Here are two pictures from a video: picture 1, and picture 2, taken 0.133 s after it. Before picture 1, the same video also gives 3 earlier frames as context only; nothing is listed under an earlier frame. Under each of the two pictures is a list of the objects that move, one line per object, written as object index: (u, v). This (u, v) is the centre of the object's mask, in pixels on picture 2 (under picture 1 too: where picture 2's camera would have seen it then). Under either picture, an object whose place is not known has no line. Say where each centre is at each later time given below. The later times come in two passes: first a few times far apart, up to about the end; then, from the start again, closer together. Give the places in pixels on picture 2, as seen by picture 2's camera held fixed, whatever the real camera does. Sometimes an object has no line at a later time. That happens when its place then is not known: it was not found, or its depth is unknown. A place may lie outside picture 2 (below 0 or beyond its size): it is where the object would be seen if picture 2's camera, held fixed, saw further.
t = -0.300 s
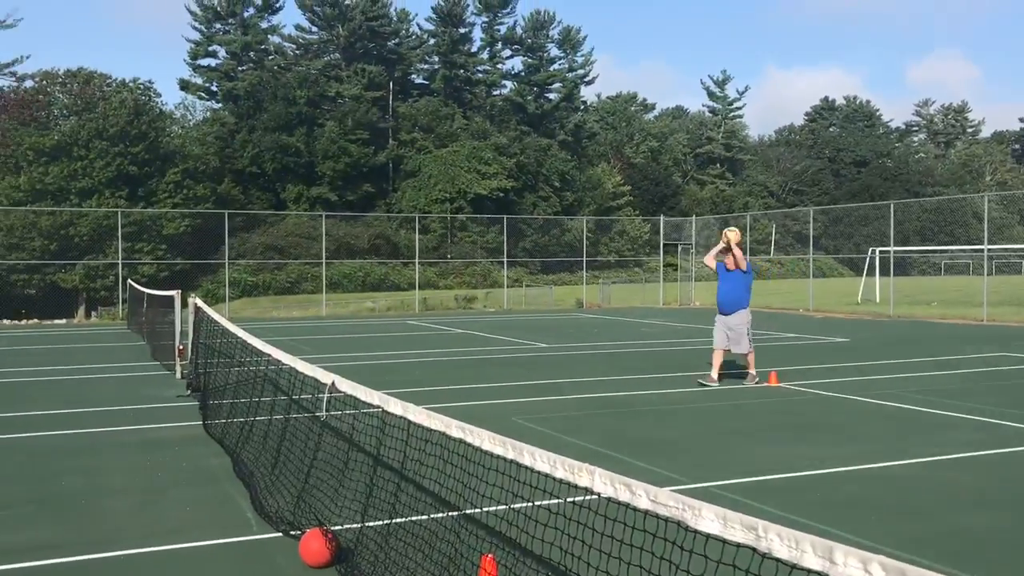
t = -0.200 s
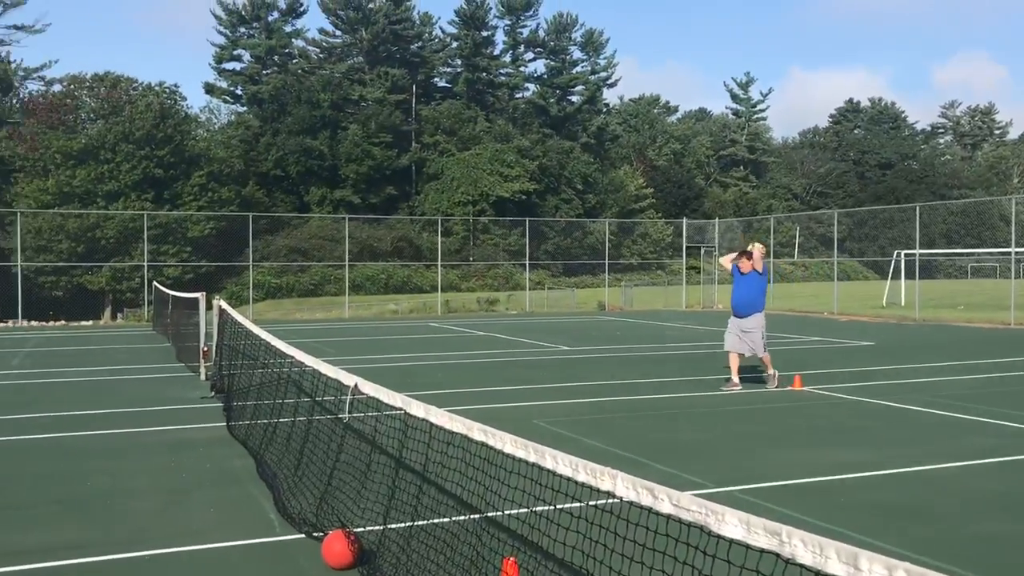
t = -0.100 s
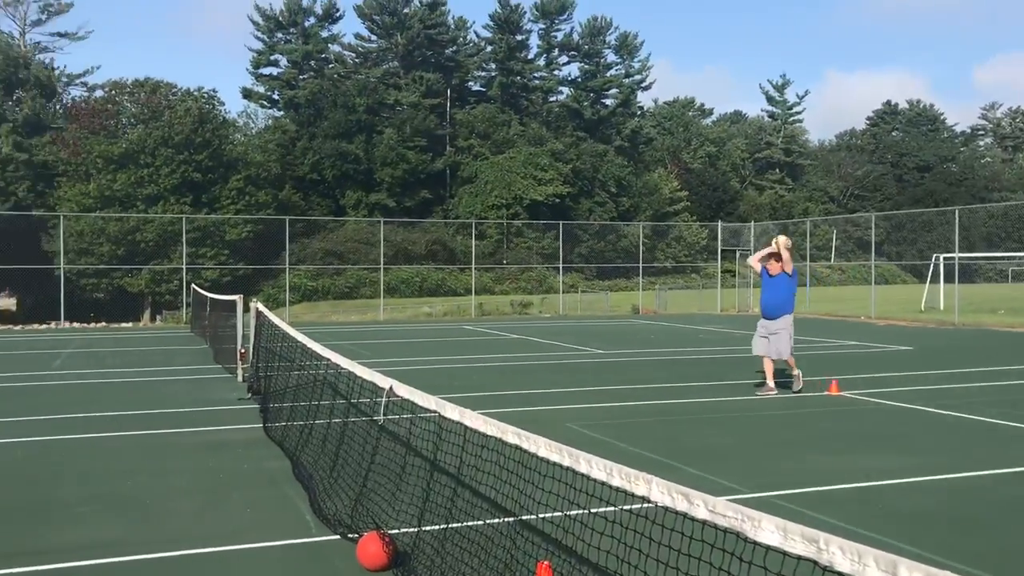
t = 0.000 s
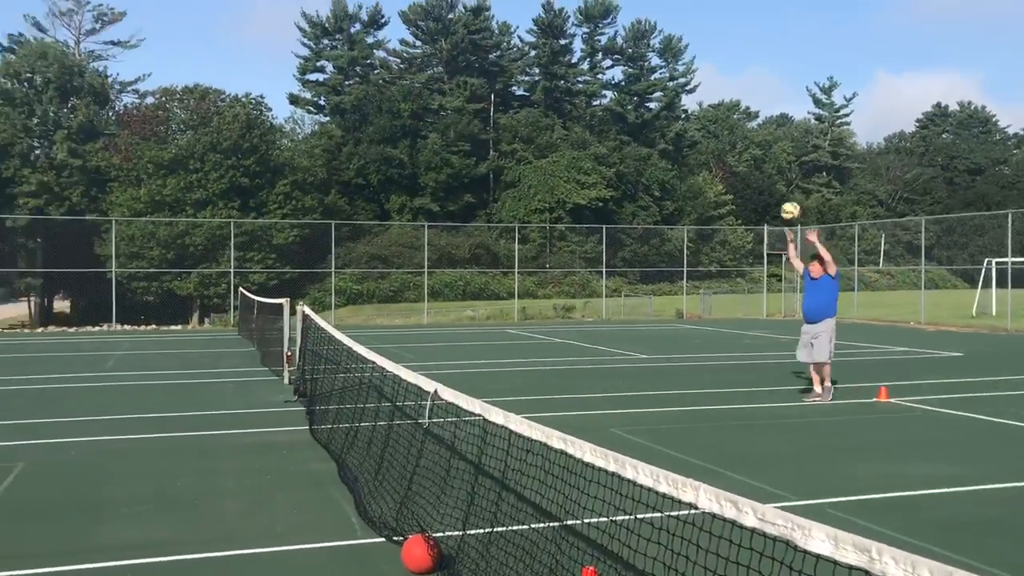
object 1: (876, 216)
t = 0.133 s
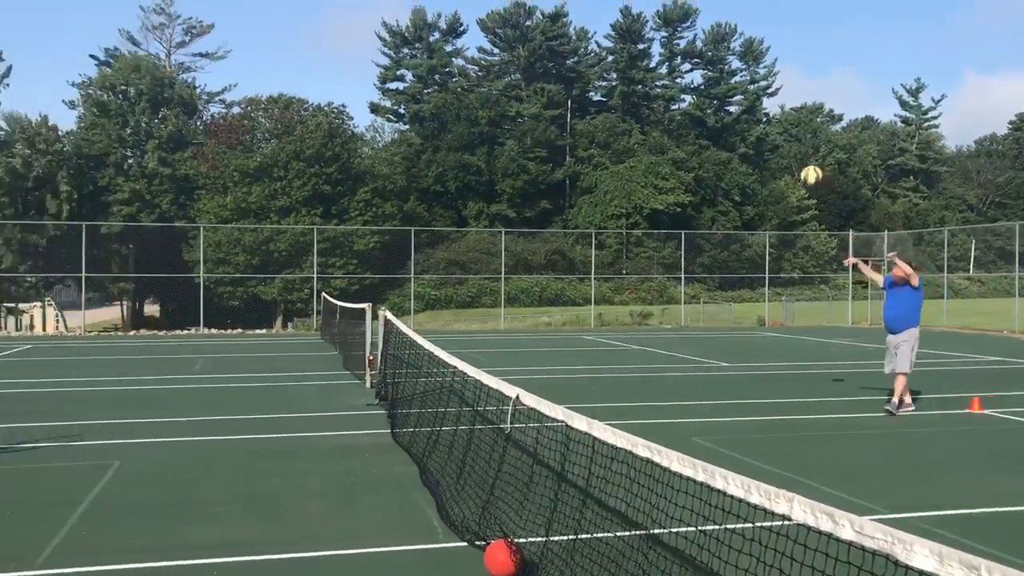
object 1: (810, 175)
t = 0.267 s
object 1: (744, 150)
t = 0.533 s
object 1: (599, 149)
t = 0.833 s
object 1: (409, 238)
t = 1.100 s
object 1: (218, 411)
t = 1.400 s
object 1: (100, 336)
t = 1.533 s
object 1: (49, 310)
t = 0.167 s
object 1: (795, 168)
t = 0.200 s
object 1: (778, 161)
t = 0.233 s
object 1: (761, 154)
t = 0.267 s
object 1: (744, 150)
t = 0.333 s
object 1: (710, 143)
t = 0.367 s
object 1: (692, 143)
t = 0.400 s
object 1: (674, 141)
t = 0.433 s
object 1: (655, 141)
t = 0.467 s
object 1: (637, 142)
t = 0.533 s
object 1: (599, 149)
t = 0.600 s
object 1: (560, 159)
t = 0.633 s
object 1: (539, 167)
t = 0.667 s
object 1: (518, 175)
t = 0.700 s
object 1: (497, 185)
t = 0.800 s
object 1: (432, 222)
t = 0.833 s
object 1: (409, 238)
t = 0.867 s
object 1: (387, 255)
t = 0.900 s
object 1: (364, 272)
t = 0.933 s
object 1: (340, 292)
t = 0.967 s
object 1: (315, 313)
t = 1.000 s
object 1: (291, 335)
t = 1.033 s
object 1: (266, 359)
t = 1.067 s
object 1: (244, 384)
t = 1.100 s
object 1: (218, 411)
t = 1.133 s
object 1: (193, 440)
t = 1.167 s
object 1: (181, 432)
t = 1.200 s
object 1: (169, 414)
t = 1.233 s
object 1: (157, 398)
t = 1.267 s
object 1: (145, 384)
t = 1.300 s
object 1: (135, 370)
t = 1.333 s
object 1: (123, 357)
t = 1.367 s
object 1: (110, 345)
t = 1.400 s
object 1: (100, 336)
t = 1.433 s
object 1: (87, 328)
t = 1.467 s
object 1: (73, 321)
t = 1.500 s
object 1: (62, 316)
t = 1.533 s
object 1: (49, 310)
